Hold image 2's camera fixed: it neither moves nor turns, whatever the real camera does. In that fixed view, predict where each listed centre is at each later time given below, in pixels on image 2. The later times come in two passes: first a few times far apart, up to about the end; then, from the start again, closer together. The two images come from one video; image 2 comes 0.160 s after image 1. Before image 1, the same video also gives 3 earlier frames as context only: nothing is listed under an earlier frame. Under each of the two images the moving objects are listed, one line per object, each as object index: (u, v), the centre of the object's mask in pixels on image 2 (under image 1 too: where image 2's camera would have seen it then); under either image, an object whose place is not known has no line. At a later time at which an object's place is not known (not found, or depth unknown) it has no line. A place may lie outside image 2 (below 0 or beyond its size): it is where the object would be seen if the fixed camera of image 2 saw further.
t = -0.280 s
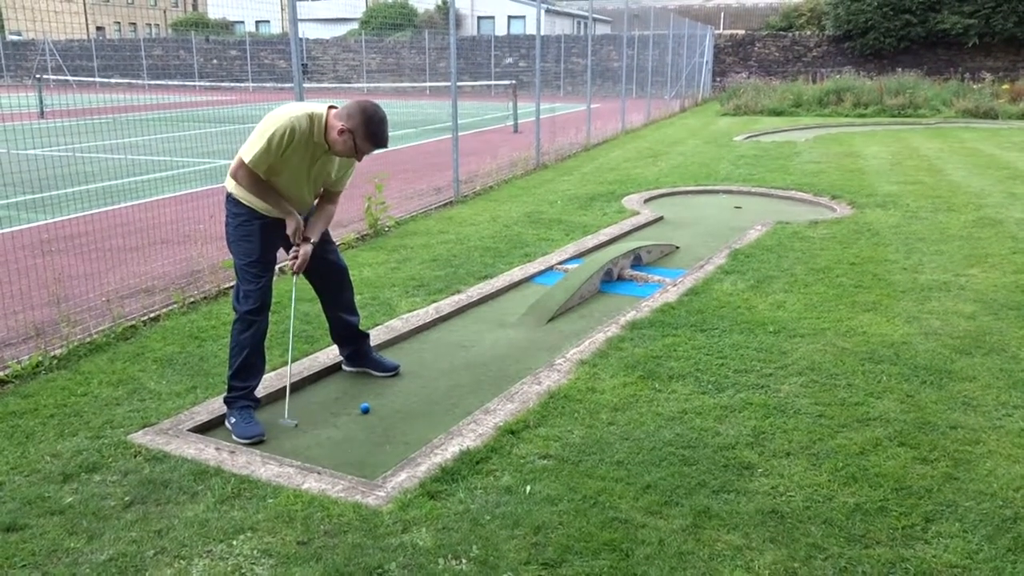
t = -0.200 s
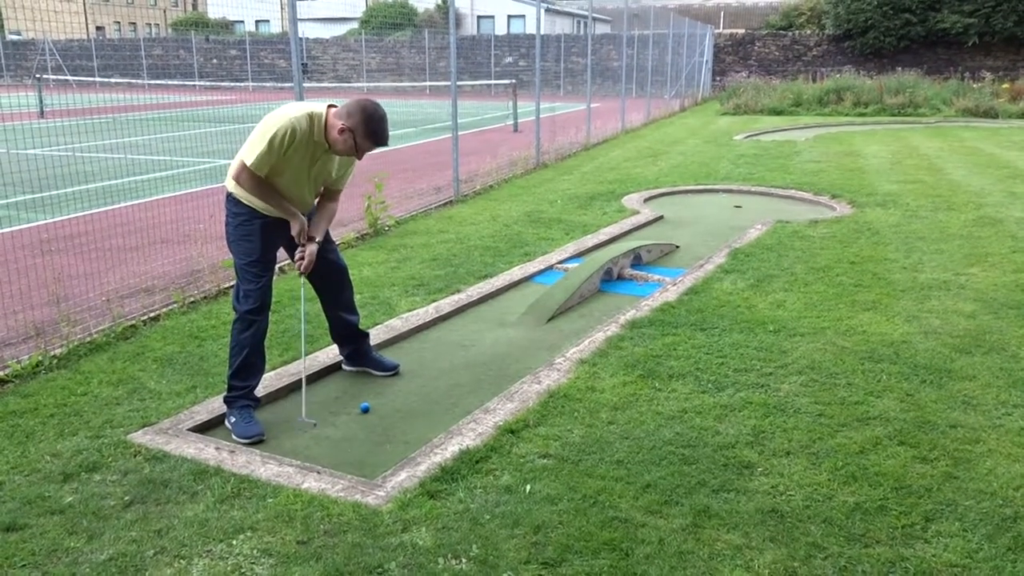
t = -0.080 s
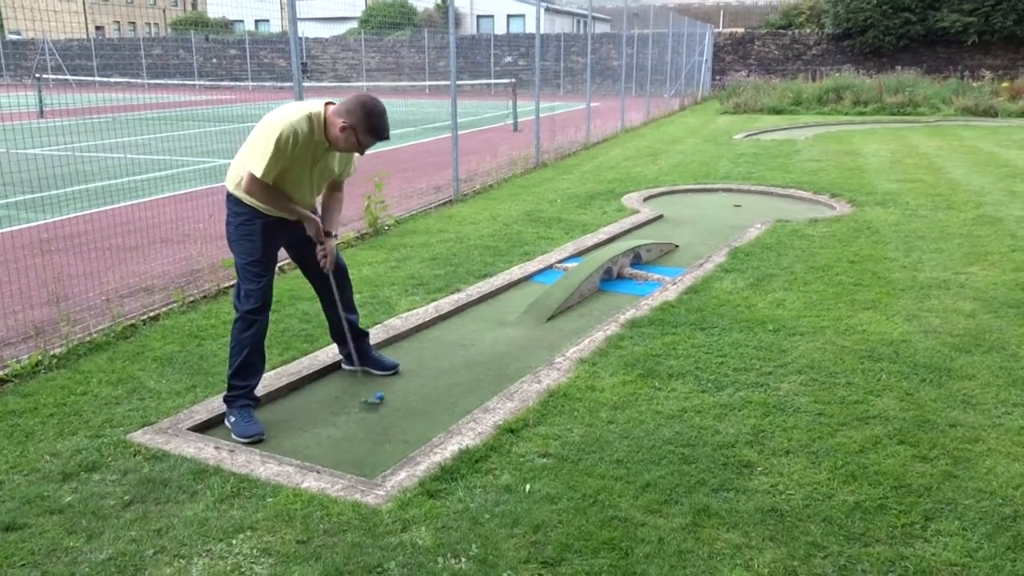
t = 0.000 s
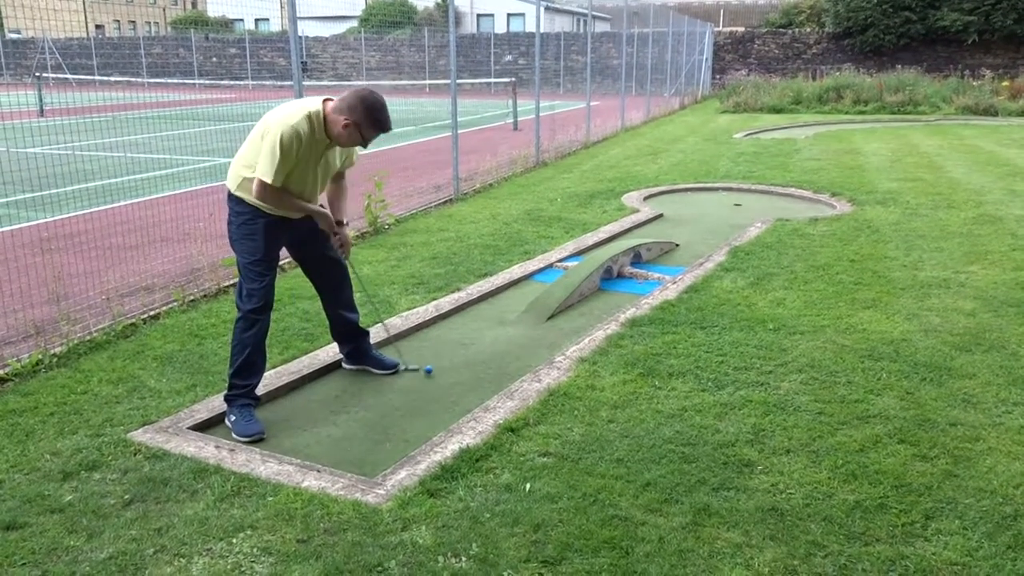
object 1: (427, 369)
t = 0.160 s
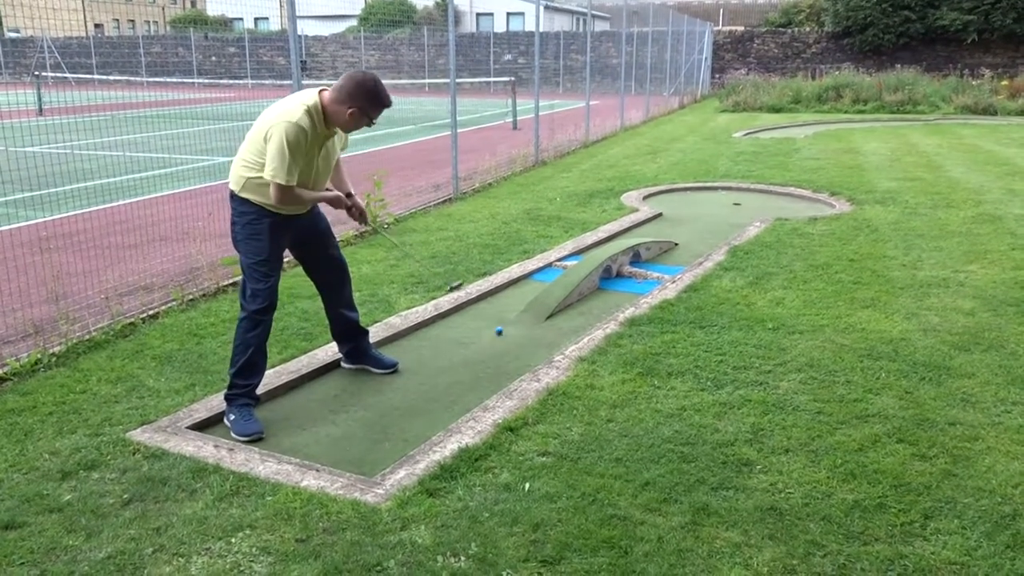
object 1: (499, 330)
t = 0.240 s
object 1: (526, 314)
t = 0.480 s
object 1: (580, 266)
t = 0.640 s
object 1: (606, 247)
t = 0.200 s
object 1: (513, 323)
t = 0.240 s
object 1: (526, 314)
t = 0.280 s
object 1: (536, 303)
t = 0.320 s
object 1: (546, 294)
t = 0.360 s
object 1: (555, 286)
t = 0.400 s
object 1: (564, 279)
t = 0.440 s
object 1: (572, 273)
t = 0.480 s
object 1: (580, 266)
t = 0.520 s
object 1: (586, 260)
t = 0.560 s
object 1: (593, 255)
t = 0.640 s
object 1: (606, 247)
